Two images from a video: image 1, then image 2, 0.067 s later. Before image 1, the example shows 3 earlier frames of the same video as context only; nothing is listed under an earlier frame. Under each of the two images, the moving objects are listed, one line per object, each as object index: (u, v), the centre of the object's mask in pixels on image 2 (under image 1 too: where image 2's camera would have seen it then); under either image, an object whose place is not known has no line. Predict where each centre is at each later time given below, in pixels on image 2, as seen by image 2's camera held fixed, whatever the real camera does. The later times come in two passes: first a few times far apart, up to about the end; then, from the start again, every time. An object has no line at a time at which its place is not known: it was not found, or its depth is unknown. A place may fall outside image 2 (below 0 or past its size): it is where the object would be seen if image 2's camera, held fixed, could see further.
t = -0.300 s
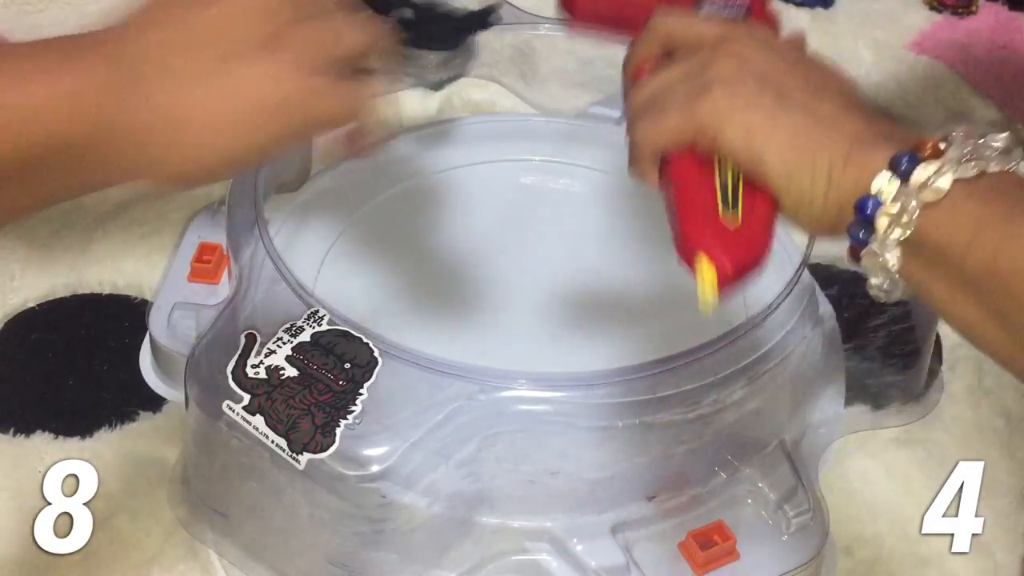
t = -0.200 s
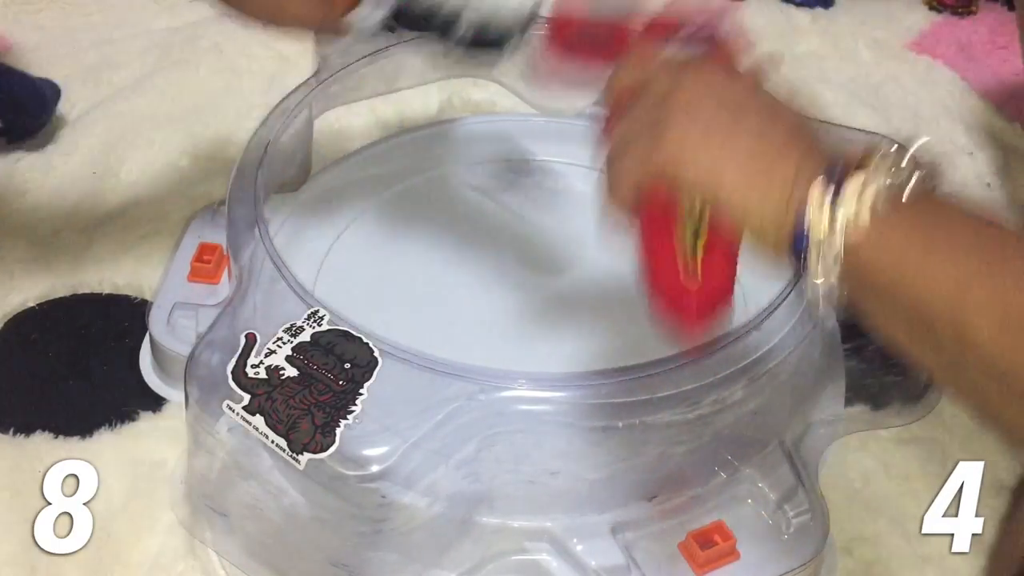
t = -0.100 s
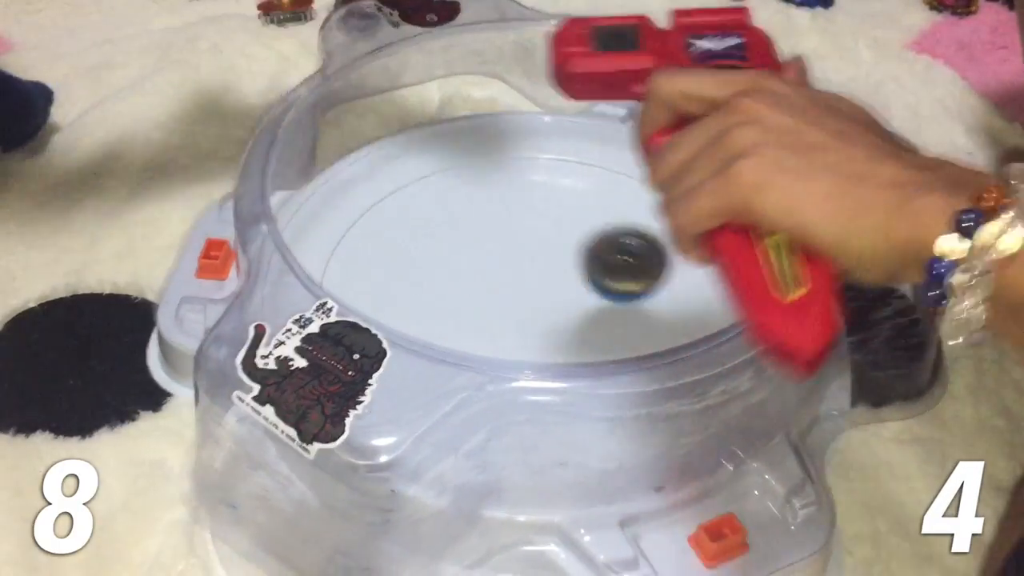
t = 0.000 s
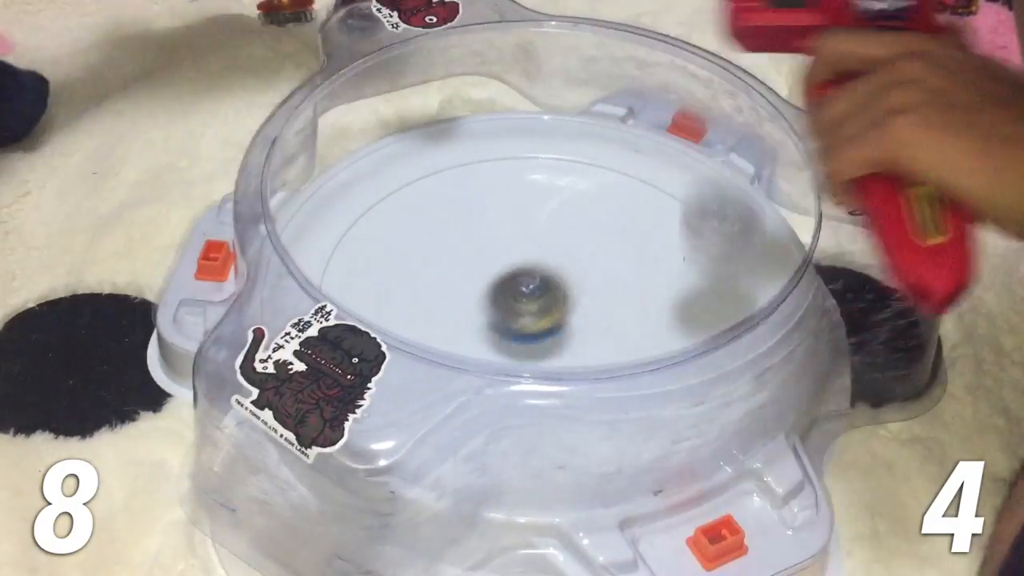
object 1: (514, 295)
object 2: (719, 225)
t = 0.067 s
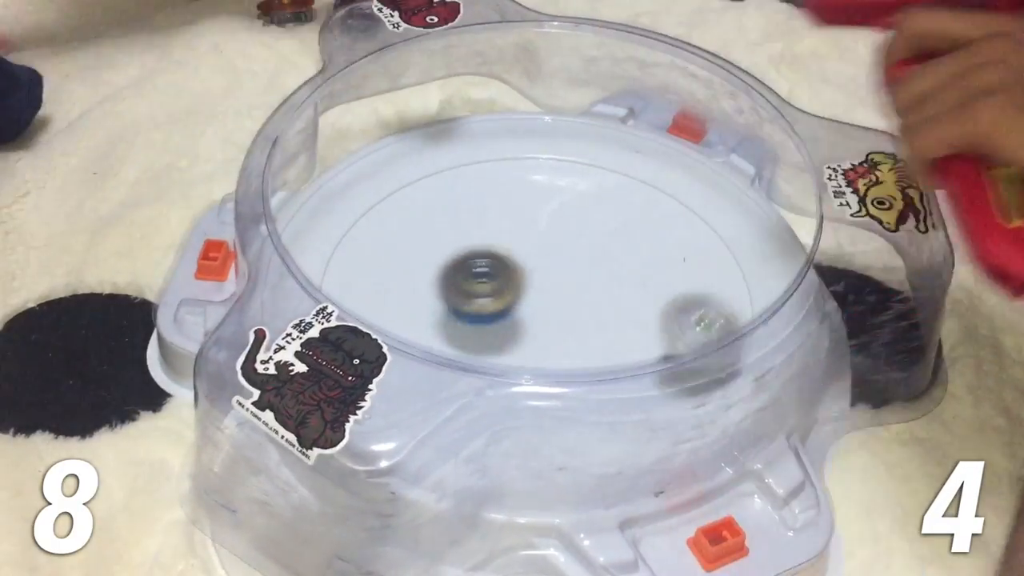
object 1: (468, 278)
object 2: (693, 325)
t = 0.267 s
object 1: (401, 283)
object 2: (531, 427)
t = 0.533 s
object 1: (537, 289)
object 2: (430, 341)
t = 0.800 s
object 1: (553, 218)
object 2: (528, 311)
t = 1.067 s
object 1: (407, 258)
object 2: (585, 261)
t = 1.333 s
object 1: (539, 395)
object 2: (511, 240)
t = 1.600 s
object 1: (716, 240)
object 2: (485, 291)
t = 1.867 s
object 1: (433, 144)
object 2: (554, 317)
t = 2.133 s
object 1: (452, 417)
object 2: (576, 274)
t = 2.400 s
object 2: (519, 254)
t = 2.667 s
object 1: (332, 221)
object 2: (491, 291)
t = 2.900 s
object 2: (529, 312)
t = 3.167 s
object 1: (715, 182)
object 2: (558, 289)
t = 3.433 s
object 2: (526, 266)
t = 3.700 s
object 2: (496, 275)
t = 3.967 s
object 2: (510, 294)
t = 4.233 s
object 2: (533, 287)
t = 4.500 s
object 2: (526, 271)
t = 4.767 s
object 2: (516, 269)
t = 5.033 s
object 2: (513, 282)
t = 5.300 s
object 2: (529, 277)
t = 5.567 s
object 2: (535, 282)
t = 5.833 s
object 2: (522, 272)
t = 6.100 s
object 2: (528, 276)
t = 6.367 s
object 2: (529, 290)
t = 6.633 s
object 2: (534, 287)
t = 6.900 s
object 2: (537, 284)
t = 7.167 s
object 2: (530, 283)
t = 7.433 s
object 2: (452, 308)
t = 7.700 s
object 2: (455, 323)
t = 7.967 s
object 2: (521, 307)
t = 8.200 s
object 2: (589, 305)
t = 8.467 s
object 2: (623, 259)
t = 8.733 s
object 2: (561, 236)
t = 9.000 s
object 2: (523, 218)
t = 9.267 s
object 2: (499, 238)
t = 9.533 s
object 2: (437, 210)
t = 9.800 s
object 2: (420, 222)
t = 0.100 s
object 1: (440, 286)
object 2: (676, 367)
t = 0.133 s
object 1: (424, 279)
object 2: (652, 393)
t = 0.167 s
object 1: (413, 281)
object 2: (622, 414)
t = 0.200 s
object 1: (406, 278)
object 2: (597, 421)
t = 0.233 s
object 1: (401, 282)
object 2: (560, 425)
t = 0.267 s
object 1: (401, 283)
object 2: (531, 427)
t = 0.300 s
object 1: (406, 285)
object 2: (504, 421)
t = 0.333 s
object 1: (415, 292)
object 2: (481, 411)
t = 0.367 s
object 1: (424, 296)
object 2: (465, 394)
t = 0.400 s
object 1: (440, 303)
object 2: (455, 378)
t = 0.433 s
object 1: (462, 304)
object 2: (446, 365)
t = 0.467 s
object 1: (488, 301)
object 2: (439, 354)
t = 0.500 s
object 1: (514, 294)
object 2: (433, 353)
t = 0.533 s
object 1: (537, 289)
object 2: (430, 341)
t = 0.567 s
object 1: (553, 281)
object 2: (431, 337)
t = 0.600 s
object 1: (569, 273)
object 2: (439, 335)
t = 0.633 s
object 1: (578, 263)
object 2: (450, 332)
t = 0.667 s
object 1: (581, 253)
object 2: (462, 330)
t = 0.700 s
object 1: (581, 244)
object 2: (480, 328)
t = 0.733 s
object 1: (575, 234)
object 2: (498, 322)
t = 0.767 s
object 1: (569, 226)
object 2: (512, 317)
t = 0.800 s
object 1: (553, 218)
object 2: (528, 311)
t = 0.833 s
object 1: (538, 213)
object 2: (544, 305)
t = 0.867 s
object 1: (521, 210)
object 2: (559, 300)
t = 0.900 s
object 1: (503, 209)
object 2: (572, 293)
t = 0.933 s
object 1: (481, 213)
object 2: (580, 287)
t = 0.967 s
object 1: (460, 218)
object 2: (586, 281)
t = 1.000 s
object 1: (438, 228)
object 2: (588, 274)
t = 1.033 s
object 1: (421, 242)
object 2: (588, 267)
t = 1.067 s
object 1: (407, 258)
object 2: (585, 261)
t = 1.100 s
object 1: (397, 276)
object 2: (579, 255)
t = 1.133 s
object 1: (396, 297)
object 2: (573, 249)
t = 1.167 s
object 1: (405, 314)
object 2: (565, 244)
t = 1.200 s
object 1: (423, 330)
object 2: (554, 240)
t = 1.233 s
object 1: (456, 361)
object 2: (543, 238)
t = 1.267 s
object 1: (481, 385)
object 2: (533, 237)
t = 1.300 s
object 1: (499, 385)
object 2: (521, 238)
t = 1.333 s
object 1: (539, 395)
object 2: (511, 240)
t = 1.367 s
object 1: (583, 392)
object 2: (503, 243)
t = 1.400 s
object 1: (616, 384)
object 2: (495, 248)
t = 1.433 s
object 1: (650, 354)
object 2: (489, 253)
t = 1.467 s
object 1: (683, 339)
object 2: (484, 260)
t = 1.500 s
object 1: (702, 323)
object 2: (481, 268)
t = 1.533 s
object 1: (714, 299)
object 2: (480, 276)
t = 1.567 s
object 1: (719, 270)
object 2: (482, 284)
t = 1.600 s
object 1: (716, 240)
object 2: (485, 291)
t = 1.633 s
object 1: (707, 211)
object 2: (487, 298)
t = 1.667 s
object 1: (684, 187)
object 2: (494, 305)
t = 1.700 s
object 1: (654, 165)
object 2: (504, 310)
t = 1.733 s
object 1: (615, 146)
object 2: (515, 315)
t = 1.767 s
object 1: (576, 139)
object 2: (523, 317)
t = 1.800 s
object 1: (531, 134)
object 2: (535, 318)
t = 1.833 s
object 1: (485, 136)
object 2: (544, 318)
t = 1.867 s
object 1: (433, 144)
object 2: (554, 317)
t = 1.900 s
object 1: (393, 164)
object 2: (564, 315)
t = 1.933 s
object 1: (357, 190)
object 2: (569, 310)
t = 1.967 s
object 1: (329, 224)
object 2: (575, 305)
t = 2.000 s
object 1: (335, 266)
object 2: (578, 300)
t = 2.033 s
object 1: (323, 293)
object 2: (580, 293)
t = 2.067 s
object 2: (580, 287)
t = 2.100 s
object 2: (580, 281)
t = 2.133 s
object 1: (452, 417)
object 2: (576, 274)
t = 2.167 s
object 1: (504, 420)
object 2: (573, 269)
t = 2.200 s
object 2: (567, 264)
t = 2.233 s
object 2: (559, 259)
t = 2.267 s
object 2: (552, 256)
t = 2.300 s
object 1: (707, 331)
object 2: (543, 254)
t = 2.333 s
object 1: (724, 307)
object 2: (535, 253)
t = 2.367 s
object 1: (727, 261)
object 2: (527, 253)
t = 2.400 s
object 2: (519, 254)
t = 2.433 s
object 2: (511, 256)
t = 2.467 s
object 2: (504, 260)
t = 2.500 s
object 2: (498, 265)
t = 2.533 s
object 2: (494, 269)
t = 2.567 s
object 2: (491, 274)
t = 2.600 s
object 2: (490, 280)
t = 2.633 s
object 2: (489, 286)
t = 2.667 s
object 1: (332, 221)
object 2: (491, 291)
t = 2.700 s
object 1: (335, 267)
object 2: (494, 296)
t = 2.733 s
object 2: (497, 301)
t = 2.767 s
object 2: (504, 305)
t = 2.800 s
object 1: (449, 413)
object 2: (510, 307)
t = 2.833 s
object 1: (527, 430)
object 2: (515, 310)
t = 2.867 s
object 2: (522, 311)
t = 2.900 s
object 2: (529, 312)
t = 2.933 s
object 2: (534, 310)
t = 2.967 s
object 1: (741, 346)
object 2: (540, 309)
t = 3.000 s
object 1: (760, 306)
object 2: (545, 306)
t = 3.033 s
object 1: (777, 277)
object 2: (550, 304)
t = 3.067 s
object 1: (784, 245)
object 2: (553, 301)
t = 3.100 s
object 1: (781, 216)
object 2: (556, 298)
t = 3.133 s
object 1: (759, 193)
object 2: (558, 294)
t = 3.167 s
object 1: (715, 182)
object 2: (558, 289)
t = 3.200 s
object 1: (669, 176)
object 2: (558, 285)
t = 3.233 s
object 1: (625, 166)
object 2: (554, 281)
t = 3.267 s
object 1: (583, 160)
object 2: (553, 277)
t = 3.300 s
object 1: (539, 155)
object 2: (547, 273)
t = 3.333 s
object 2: (543, 271)
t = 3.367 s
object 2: (540, 269)
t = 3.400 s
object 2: (533, 267)
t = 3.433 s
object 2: (526, 266)
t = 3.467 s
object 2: (521, 265)
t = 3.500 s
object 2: (515, 265)
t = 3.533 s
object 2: (511, 265)
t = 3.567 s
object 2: (508, 266)
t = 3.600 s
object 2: (502, 268)
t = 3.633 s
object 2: (501, 270)
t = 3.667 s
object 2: (497, 272)
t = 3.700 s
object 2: (496, 275)
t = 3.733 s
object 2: (496, 278)
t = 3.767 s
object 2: (495, 282)
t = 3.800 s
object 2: (496, 285)
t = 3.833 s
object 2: (497, 289)
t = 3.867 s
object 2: (499, 291)
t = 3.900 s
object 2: (501, 293)
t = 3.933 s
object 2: (505, 294)
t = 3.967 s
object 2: (510, 294)
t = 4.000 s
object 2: (513, 294)
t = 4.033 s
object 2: (517, 294)
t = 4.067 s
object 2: (519, 294)
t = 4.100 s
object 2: (525, 293)
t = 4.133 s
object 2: (526, 291)
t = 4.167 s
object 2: (529, 290)
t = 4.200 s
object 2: (533, 289)
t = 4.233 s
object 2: (533, 287)
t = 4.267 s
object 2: (534, 285)
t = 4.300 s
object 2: (534, 284)
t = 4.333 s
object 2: (534, 282)
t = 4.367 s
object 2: (533, 280)
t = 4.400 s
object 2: (532, 278)
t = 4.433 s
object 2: (529, 276)
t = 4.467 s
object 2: (527, 274)
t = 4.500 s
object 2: (526, 271)
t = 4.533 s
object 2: (523, 270)
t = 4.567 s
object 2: (521, 267)
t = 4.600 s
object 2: (520, 266)
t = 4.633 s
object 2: (519, 266)
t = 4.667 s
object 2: (518, 266)
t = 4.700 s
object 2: (518, 266)
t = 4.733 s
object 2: (516, 267)
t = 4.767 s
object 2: (516, 269)
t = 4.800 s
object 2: (516, 270)
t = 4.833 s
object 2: (515, 272)
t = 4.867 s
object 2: (515, 274)
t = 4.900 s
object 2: (514, 276)
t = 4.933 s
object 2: (513, 278)
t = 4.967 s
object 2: (514, 281)
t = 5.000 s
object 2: (514, 281)
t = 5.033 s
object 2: (513, 282)
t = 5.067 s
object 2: (512, 282)
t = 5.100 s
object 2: (513, 282)
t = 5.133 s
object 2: (515, 282)
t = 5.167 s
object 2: (519, 281)
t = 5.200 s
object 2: (519, 279)
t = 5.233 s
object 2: (523, 278)
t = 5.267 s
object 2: (527, 278)
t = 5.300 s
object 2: (529, 277)
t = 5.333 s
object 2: (531, 277)
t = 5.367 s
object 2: (533, 277)
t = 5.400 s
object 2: (535, 277)
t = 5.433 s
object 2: (538, 278)
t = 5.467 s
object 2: (538, 278)
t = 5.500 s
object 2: (537, 279)
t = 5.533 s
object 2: (537, 280)
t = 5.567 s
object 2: (535, 282)
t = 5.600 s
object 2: (534, 281)
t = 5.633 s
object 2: (533, 281)
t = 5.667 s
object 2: (529, 280)
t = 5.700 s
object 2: (526, 279)
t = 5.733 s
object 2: (524, 277)
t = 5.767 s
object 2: (523, 276)
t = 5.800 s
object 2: (523, 273)
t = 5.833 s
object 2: (522, 272)
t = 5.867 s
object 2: (523, 271)
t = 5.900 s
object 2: (524, 271)
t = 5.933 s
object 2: (526, 270)
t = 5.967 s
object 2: (525, 271)
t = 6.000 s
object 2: (526, 271)
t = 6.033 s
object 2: (526, 272)
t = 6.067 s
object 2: (526, 274)
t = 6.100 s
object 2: (528, 276)
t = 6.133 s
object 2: (528, 278)
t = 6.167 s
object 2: (528, 280)
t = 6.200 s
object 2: (528, 283)
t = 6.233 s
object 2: (529, 284)
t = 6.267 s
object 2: (529, 285)
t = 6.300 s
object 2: (528, 287)
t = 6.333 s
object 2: (529, 288)
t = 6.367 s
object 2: (529, 290)
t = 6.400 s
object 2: (529, 289)
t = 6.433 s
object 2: (529, 289)
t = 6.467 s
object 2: (528, 288)
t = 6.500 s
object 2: (528, 288)
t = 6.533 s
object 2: (527, 288)
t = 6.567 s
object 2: (528, 286)
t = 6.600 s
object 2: (532, 287)
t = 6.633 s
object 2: (534, 287)
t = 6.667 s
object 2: (534, 287)
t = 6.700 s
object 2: (537, 288)
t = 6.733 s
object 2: (538, 288)
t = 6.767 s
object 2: (539, 286)
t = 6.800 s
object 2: (539, 285)
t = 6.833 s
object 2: (538, 285)
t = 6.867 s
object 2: (538, 284)
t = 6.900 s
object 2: (537, 284)
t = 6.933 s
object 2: (536, 284)
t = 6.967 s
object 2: (537, 283)
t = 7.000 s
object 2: (535, 282)
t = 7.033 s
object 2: (533, 282)
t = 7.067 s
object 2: (531, 283)
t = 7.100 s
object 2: (531, 283)
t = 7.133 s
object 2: (531, 283)
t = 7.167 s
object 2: (530, 283)
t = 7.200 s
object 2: (528, 283)
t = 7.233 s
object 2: (526, 283)
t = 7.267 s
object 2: (526, 284)
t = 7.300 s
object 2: (526, 283)
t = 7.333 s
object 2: (522, 285)
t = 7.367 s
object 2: (497, 295)
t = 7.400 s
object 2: (473, 302)
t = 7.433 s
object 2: (452, 308)
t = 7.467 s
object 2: (436, 311)
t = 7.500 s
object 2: (429, 314)
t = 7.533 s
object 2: (423, 313)
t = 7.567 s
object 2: (423, 314)
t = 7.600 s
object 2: (429, 317)
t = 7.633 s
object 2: (434, 318)
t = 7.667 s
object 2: (444, 320)
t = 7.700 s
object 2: (455, 323)
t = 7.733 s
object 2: (464, 322)
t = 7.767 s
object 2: (475, 322)
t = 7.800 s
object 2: (485, 320)
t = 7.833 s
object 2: (495, 319)
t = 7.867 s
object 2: (503, 317)
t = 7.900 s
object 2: (510, 314)
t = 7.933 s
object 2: (516, 310)
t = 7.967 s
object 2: (521, 307)
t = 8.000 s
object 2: (533, 309)
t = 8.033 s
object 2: (546, 311)
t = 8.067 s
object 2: (554, 312)
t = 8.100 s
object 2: (559, 311)
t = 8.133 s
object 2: (561, 309)
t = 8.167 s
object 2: (565, 308)
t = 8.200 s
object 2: (589, 305)
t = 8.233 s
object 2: (610, 301)
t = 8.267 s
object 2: (624, 297)
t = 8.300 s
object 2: (635, 291)
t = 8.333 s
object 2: (638, 284)
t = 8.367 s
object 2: (637, 277)
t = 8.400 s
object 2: (634, 271)
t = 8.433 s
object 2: (629, 264)
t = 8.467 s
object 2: (623, 259)
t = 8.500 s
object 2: (616, 253)
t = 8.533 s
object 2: (608, 248)
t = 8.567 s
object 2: (599, 243)
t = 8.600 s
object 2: (593, 239)
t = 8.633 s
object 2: (585, 237)
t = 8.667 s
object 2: (575, 237)
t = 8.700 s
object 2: (569, 238)
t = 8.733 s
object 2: (561, 236)
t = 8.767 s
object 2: (556, 231)
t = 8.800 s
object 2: (552, 228)
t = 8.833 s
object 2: (548, 227)
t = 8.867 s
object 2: (544, 227)
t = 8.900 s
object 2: (540, 229)
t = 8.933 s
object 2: (536, 232)
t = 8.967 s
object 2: (530, 228)
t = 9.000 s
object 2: (523, 218)
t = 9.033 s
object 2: (517, 211)
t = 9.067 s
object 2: (514, 207)
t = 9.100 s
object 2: (511, 207)
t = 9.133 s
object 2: (508, 210)
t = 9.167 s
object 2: (506, 217)
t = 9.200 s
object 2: (503, 223)
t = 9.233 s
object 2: (501, 231)
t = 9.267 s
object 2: (499, 238)
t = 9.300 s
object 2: (499, 245)
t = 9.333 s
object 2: (499, 251)
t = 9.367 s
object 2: (499, 256)
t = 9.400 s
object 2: (501, 261)
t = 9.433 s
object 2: (500, 263)
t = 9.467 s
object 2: (476, 244)
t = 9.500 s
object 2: (456, 225)
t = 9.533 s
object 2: (437, 210)
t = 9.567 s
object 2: (425, 198)
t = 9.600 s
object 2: (417, 192)
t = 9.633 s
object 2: (412, 190)
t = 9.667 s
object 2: (411, 194)
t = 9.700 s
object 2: (409, 201)
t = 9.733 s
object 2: (411, 208)
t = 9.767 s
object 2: (415, 215)
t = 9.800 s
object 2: (420, 222)
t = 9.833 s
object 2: (427, 232)
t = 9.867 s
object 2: (435, 239)
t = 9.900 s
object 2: (444, 246)
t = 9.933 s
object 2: (454, 253)
